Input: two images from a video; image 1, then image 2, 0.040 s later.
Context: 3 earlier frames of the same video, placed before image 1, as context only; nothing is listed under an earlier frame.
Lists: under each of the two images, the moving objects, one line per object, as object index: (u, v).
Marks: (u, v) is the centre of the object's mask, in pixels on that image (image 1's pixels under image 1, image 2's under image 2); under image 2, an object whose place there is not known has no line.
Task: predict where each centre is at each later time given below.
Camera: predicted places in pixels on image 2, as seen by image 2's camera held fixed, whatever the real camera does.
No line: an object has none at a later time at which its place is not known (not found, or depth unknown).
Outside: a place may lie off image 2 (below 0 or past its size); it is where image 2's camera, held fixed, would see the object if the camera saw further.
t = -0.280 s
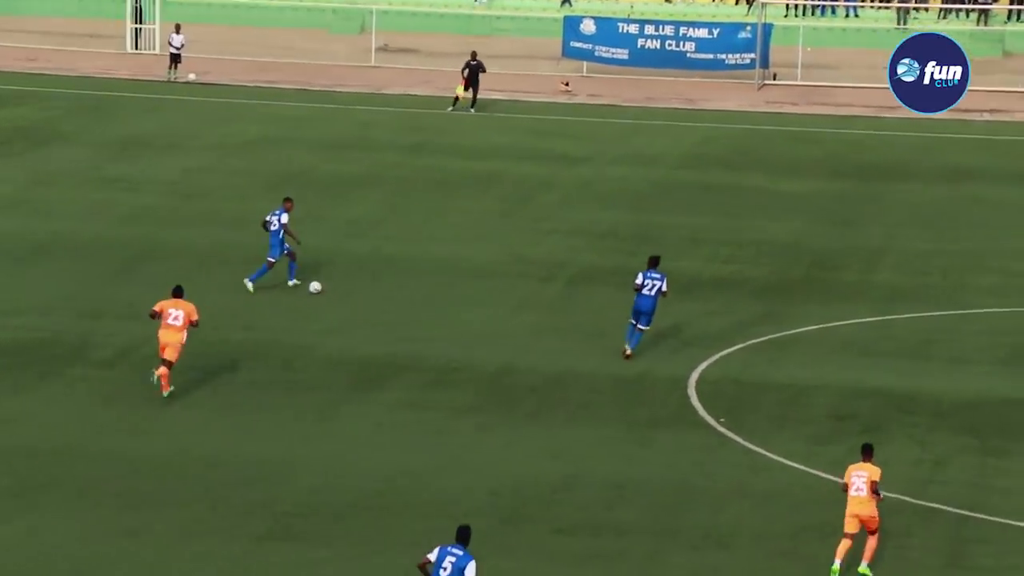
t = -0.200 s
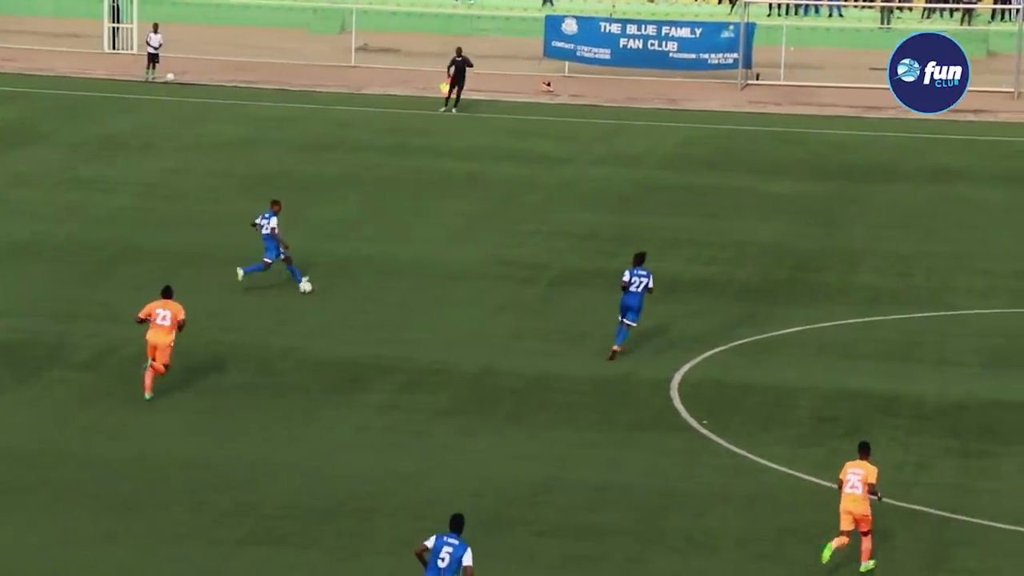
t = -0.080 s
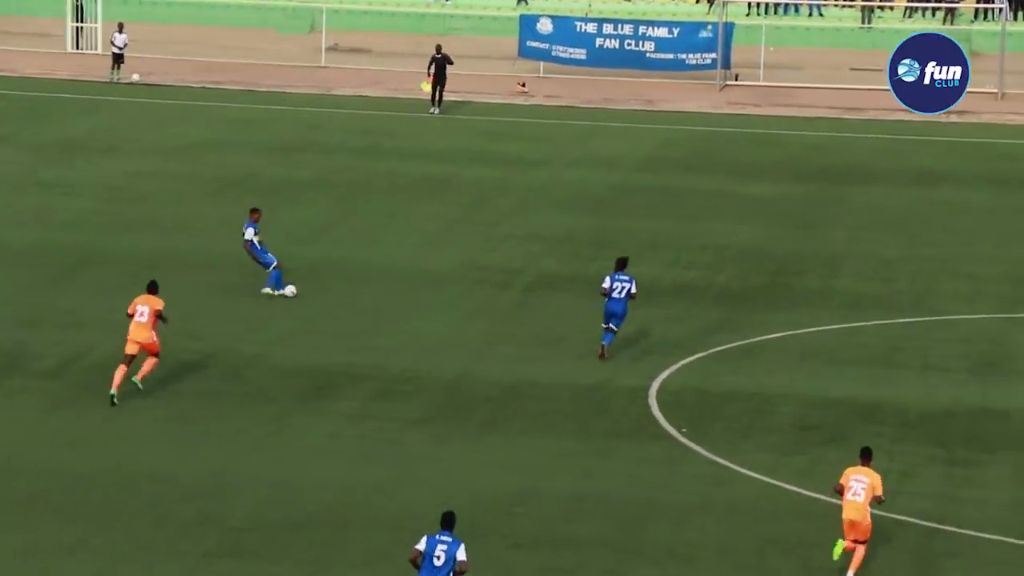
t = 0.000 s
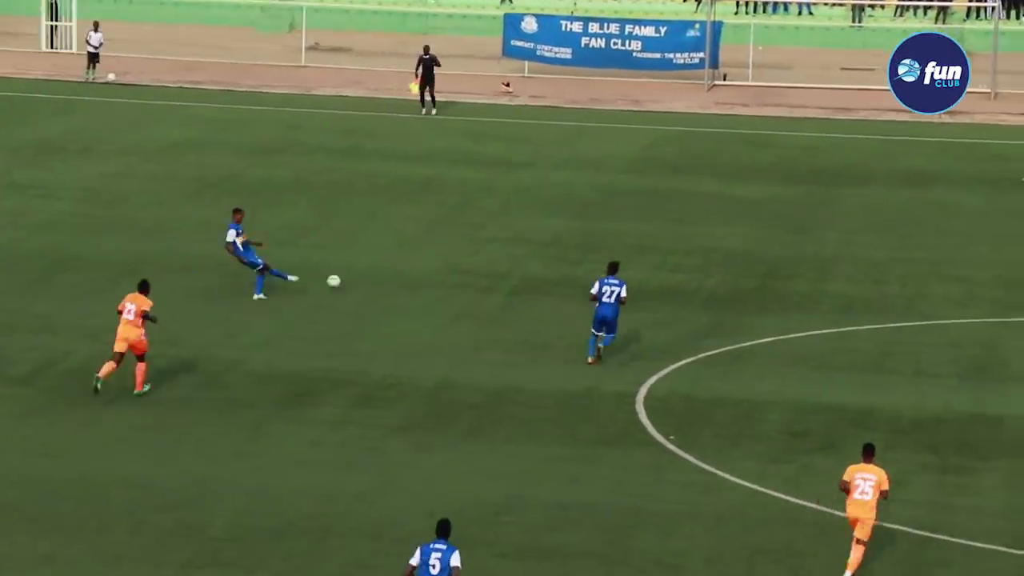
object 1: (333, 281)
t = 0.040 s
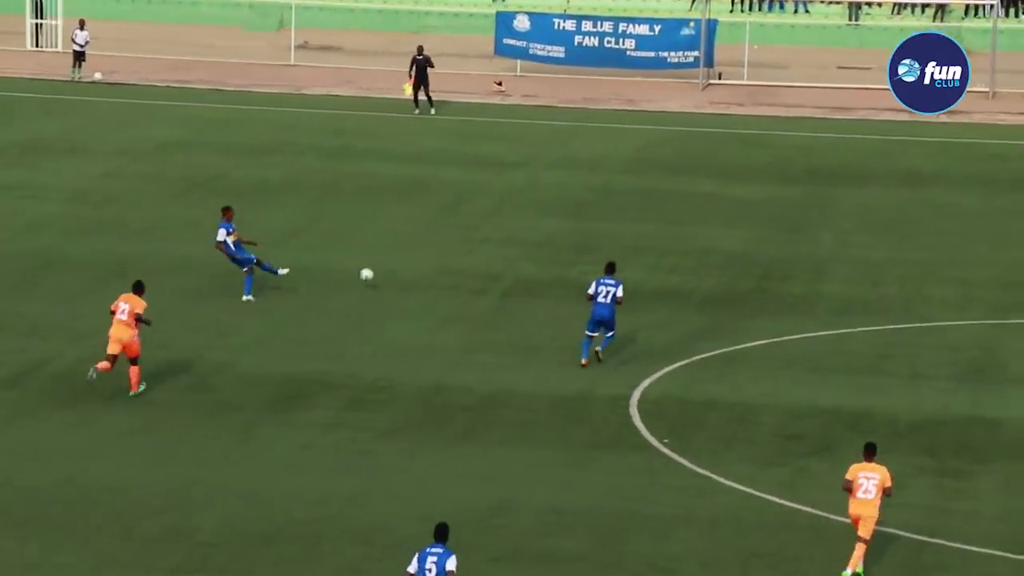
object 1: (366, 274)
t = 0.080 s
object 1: (408, 266)
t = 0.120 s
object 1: (447, 260)
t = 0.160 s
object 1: (485, 255)
